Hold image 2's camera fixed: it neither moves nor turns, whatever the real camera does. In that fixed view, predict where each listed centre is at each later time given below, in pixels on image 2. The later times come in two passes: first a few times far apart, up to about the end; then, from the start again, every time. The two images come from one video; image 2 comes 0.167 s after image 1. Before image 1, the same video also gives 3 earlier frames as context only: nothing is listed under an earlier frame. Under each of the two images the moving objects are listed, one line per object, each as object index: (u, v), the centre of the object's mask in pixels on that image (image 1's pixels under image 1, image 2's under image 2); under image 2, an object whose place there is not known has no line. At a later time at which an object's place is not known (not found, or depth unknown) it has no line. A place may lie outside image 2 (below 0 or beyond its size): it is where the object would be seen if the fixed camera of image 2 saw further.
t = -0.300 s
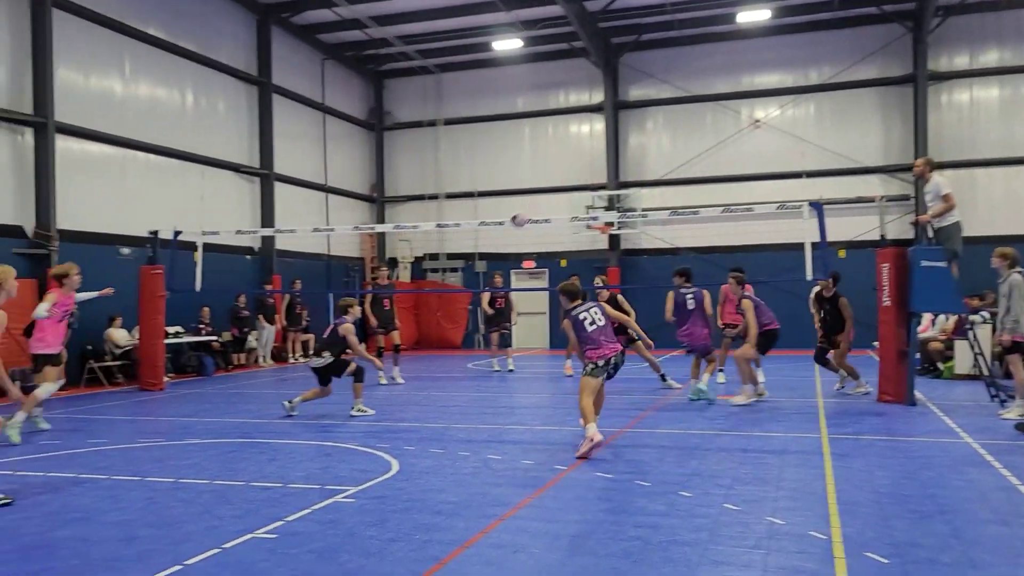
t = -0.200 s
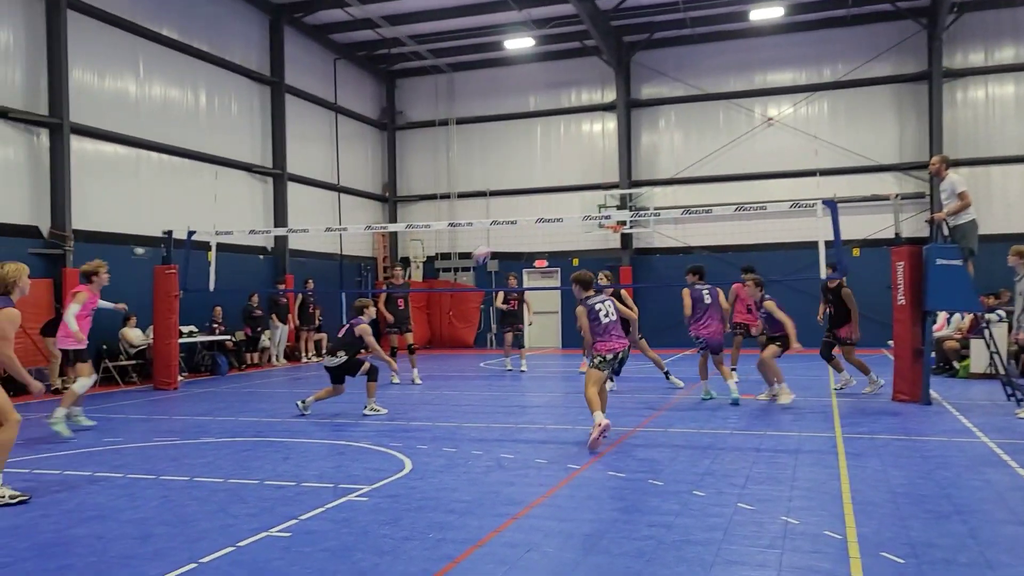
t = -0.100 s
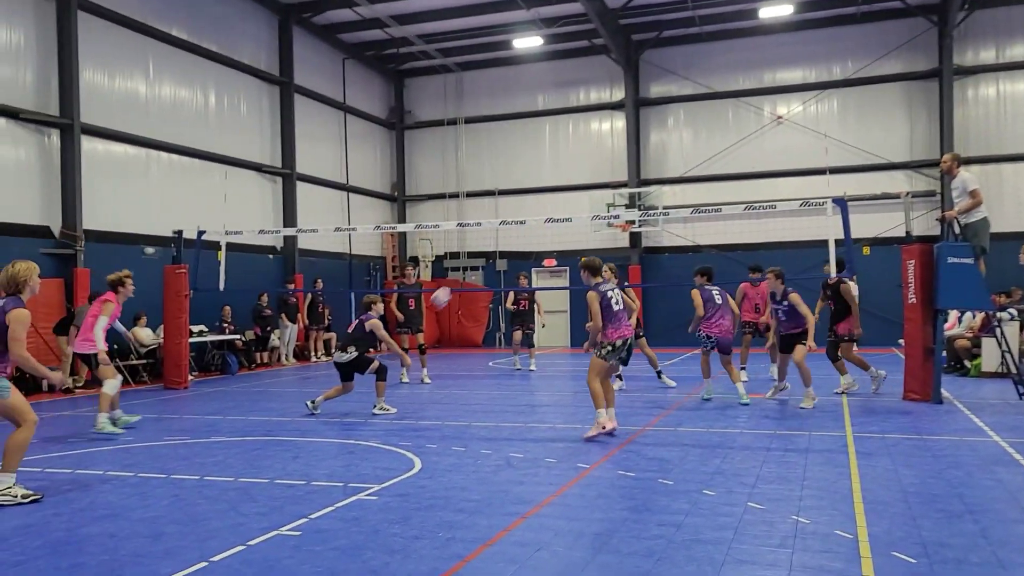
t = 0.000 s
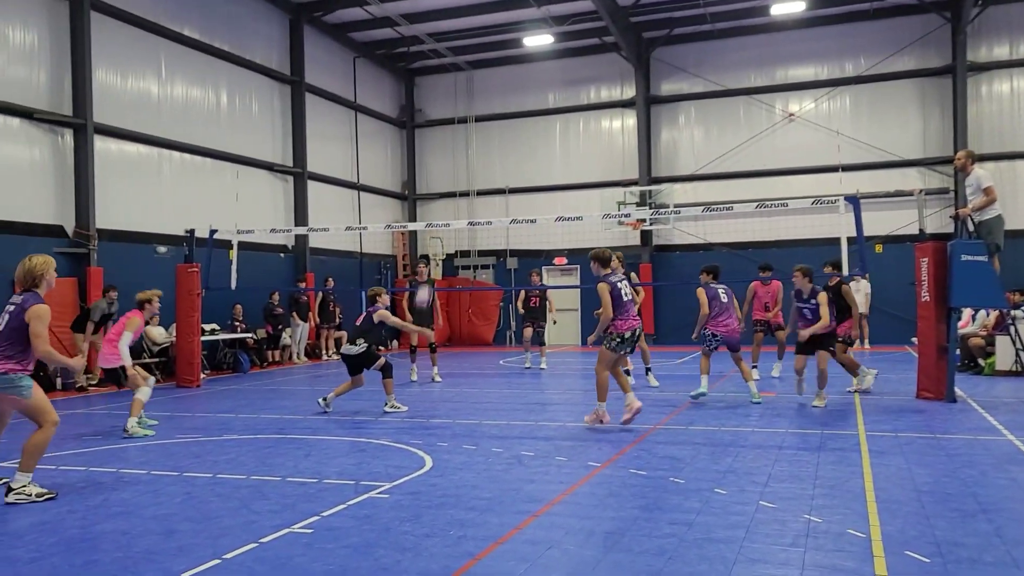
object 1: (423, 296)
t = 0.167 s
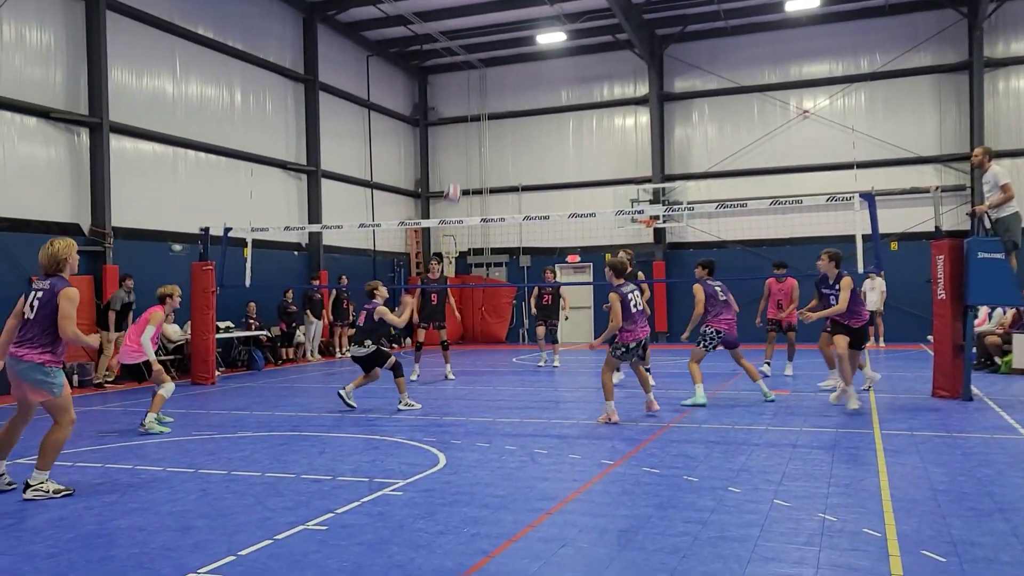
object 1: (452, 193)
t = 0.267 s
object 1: (463, 146)
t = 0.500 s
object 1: (486, 67)
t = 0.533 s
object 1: (488, 63)
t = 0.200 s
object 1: (456, 177)
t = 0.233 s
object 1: (460, 161)
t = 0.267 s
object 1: (463, 146)
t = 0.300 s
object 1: (466, 132)
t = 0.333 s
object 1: (470, 119)
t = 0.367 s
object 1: (473, 107)
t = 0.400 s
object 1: (477, 94)
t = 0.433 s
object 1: (480, 84)
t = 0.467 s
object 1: (483, 76)
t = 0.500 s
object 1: (486, 67)
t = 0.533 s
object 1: (488, 63)
